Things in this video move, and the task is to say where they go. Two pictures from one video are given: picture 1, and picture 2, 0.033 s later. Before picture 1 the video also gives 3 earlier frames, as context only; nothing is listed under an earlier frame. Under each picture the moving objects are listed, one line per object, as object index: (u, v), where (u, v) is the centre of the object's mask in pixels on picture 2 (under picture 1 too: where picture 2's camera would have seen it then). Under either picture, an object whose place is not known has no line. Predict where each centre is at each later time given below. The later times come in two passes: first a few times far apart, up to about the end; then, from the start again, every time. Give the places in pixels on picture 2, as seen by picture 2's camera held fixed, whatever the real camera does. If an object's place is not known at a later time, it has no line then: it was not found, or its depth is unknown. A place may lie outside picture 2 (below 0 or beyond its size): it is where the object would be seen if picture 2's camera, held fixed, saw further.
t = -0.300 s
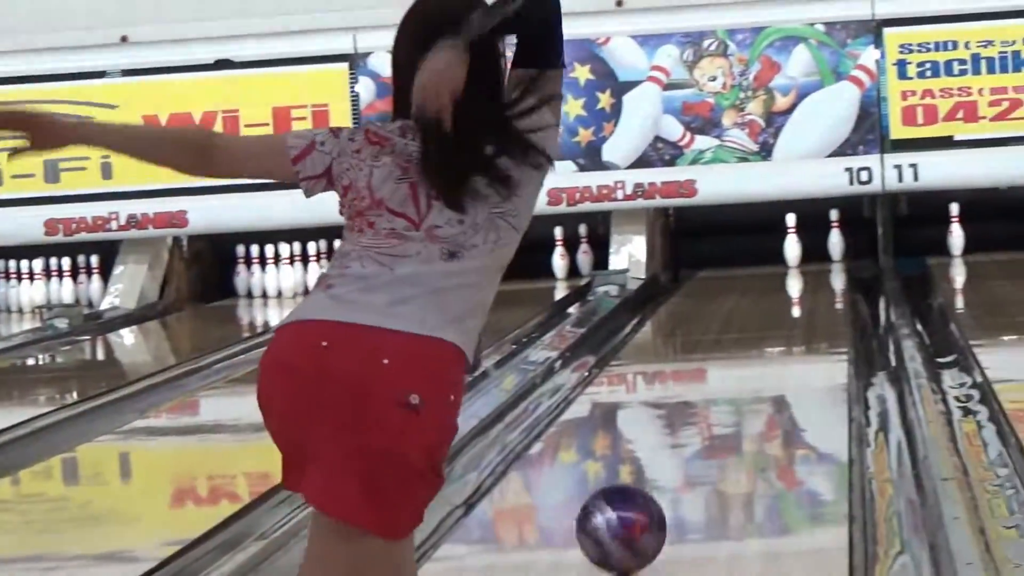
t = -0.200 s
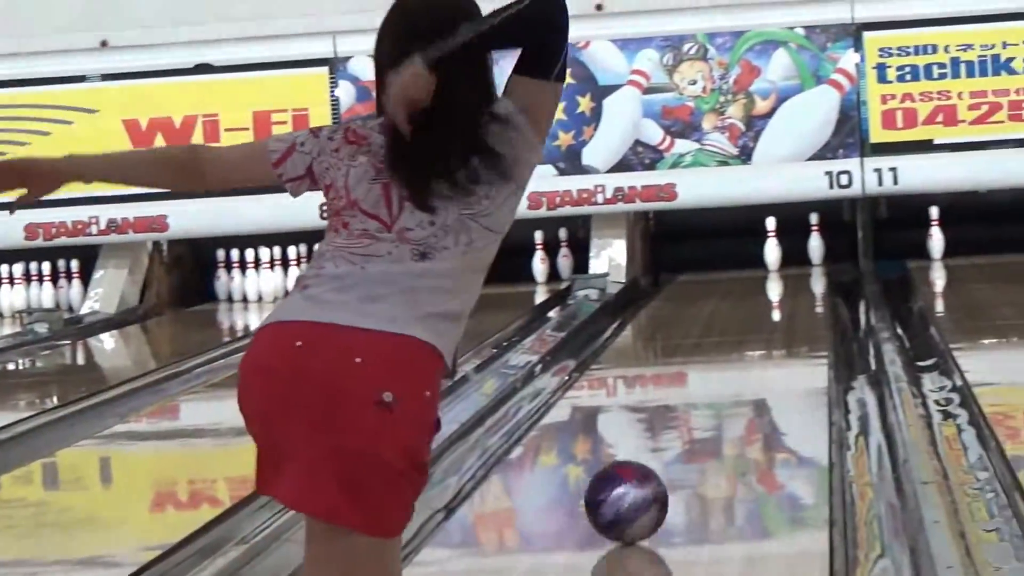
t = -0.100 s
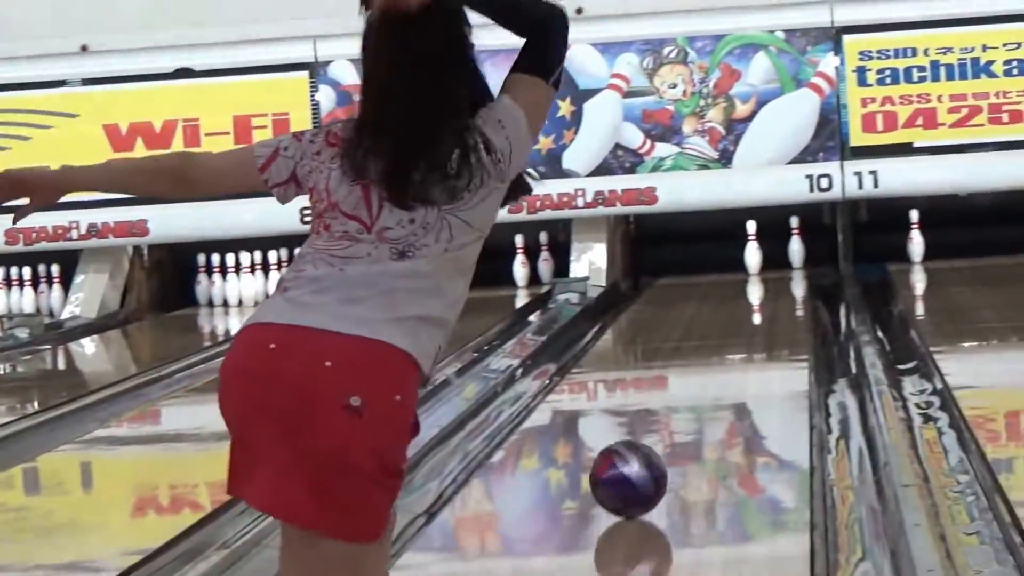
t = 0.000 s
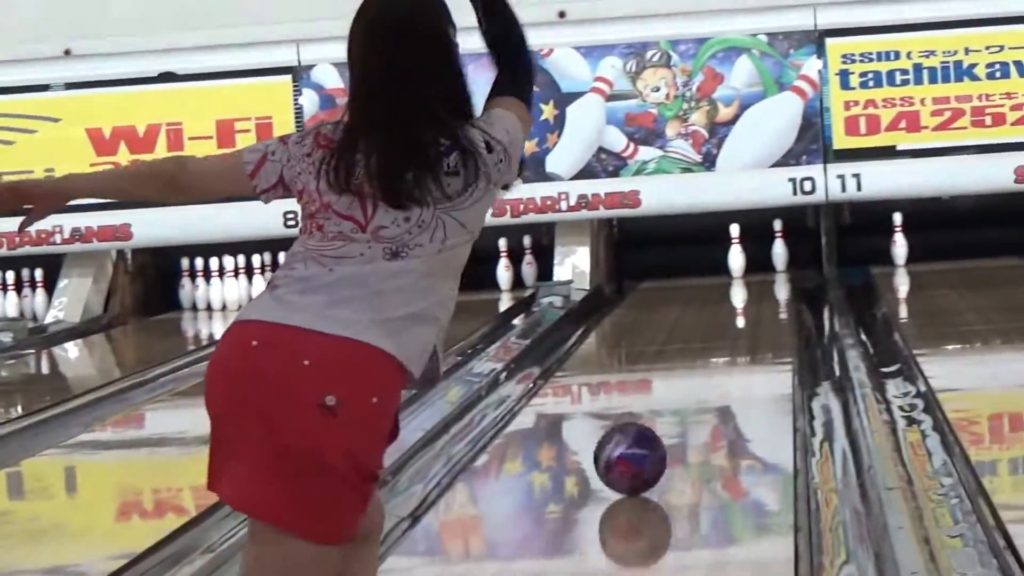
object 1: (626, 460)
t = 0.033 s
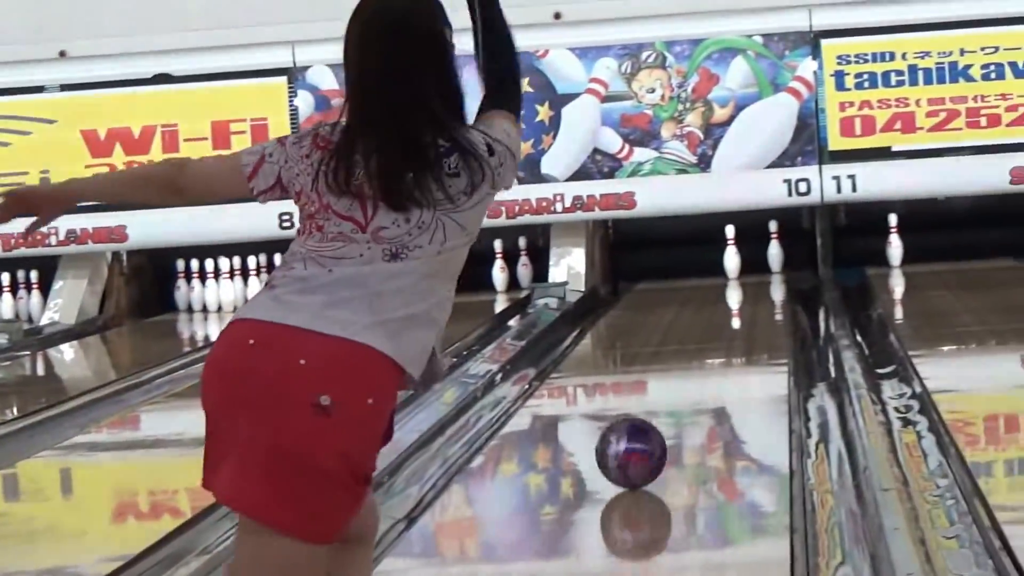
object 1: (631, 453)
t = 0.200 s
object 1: (655, 421)
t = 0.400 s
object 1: (678, 391)
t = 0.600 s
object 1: (695, 365)
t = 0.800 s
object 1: (709, 345)
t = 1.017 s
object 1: (720, 326)
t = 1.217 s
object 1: (731, 310)
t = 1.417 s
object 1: (737, 298)
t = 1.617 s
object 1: (742, 287)
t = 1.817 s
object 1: (746, 279)
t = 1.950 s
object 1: (747, 274)
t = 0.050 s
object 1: (634, 449)
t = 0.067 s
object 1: (636, 446)
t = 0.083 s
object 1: (639, 442)
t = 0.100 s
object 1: (641, 439)
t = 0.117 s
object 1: (644, 436)
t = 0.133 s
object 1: (646, 433)
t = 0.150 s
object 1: (649, 430)
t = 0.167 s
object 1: (651, 427)
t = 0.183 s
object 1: (653, 424)
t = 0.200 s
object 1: (655, 421)
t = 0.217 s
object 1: (657, 418)
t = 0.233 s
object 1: (659, 415)
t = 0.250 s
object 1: (661, 413)
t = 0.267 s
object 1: (663, 410)
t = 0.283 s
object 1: (665, 408)
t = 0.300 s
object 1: (667, 405)
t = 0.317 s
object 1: (669, 403)
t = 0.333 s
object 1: (671, 400)
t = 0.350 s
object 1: (673, 397)
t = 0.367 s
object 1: (674, 395)
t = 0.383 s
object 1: (676, 393)
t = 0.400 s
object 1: (678, 391)
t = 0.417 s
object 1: (679, 388)
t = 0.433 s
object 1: (681, 386)
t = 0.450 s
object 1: (682, 384)
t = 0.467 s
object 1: (684, 382)
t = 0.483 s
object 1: (686, 380)
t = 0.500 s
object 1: (687, 378)
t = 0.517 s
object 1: (688, 376)
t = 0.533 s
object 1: (690, 374)
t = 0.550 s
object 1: (691, 372)
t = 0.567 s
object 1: (693, 369)
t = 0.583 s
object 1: (694, 367)
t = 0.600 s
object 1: (695, 365)
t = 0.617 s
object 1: (696, 364)
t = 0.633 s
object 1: (697, 361)
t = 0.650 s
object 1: (699, 359)
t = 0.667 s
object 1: (700, 357)
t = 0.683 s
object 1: (701, 356)
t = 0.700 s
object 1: (702, 354)
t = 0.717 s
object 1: (703, 353)
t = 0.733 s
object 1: (704, 351)
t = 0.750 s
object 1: (706, 349)
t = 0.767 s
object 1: (707, 348)
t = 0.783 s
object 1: (707, 346)
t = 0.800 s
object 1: (709, 345)
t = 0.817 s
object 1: (710, 343)
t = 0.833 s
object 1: (711, 342)
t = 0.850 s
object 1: (712, 340)
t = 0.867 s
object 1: (713, 338)
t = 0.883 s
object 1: (713, 338)
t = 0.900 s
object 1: (715, 336)
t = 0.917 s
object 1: (716, 334)
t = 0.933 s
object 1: (717, 333)
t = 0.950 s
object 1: (718, 331)
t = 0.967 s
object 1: (718, 329)
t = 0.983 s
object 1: (718, 328)
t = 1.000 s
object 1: (720, 327)
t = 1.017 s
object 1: (720, 326)
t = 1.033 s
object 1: (721, 324)
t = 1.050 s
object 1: (722, 323)
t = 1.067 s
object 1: (723, 322)
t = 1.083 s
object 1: (724, 320)
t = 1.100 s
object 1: (725, 319)
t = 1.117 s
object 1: (725, 318)
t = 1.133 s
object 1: (726, 317)
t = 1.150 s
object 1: (728, 315)
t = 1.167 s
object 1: (728, 314)
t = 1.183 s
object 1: (728, 313)
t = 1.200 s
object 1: (730, 311)
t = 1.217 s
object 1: (731, 310)
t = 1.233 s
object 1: (730, 310)
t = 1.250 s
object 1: (731, 308)
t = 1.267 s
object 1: (733, 307)
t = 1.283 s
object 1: (733, 306)
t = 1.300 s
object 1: (734, 305)
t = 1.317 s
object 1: (734, 304)
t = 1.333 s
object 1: (735, 303)
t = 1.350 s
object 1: (735, 302)
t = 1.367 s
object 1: (736, 301)
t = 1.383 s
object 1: (736, 300)
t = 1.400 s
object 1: (737, 298)
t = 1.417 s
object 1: (737, 298)
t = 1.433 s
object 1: (737, 296)
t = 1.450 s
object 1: (738, 295)
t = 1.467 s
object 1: (738, 295)
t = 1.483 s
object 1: (739, 294)
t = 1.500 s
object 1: (739, 294)
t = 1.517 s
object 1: (740, 293)
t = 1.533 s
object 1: (741, 292)
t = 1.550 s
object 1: (740, 291)
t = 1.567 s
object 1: (741, 290)
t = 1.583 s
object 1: (741, 289)
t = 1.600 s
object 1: (741, 288)
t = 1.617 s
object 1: (742, 287)
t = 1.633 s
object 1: (742, 286)
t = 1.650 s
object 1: (743, 286)
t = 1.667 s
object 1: (743, 285)
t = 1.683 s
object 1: (743, 284)
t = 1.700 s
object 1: (744, 284)
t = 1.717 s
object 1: (745, 283)
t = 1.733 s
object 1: (745, 282)
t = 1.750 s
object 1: (745, 281)
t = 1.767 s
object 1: (746, 281)
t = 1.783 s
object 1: (746, 280)
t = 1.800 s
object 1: (746, 280)
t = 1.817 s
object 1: (746, 279)
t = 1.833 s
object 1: (747, 278)
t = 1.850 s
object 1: (747, 278)
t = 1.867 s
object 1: (746, 277)
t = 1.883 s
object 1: (747, 276)
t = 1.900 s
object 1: (746, 275)
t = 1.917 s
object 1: (746, 275)
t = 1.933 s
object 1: (746, 274)
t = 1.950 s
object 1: (747, 274)
